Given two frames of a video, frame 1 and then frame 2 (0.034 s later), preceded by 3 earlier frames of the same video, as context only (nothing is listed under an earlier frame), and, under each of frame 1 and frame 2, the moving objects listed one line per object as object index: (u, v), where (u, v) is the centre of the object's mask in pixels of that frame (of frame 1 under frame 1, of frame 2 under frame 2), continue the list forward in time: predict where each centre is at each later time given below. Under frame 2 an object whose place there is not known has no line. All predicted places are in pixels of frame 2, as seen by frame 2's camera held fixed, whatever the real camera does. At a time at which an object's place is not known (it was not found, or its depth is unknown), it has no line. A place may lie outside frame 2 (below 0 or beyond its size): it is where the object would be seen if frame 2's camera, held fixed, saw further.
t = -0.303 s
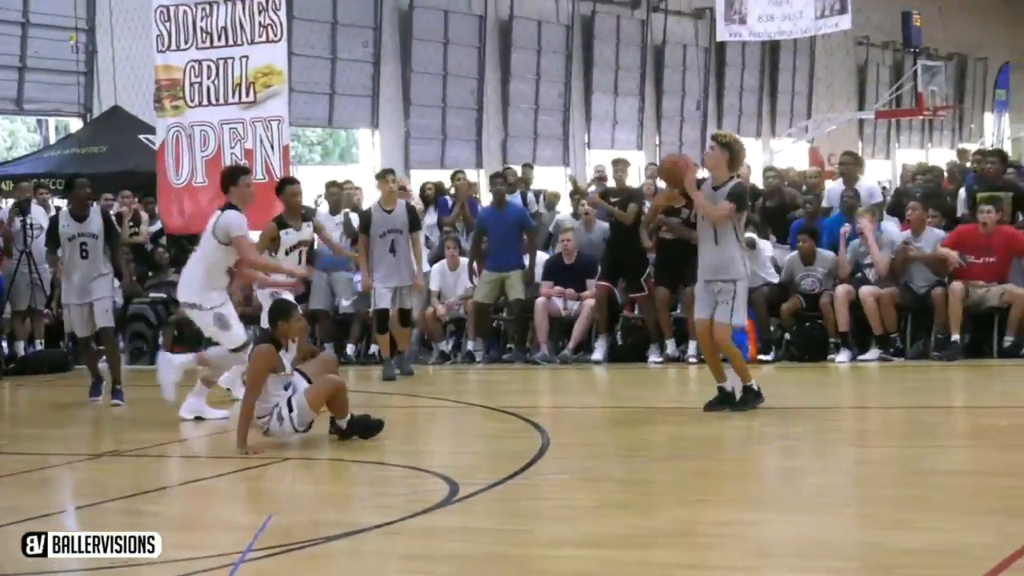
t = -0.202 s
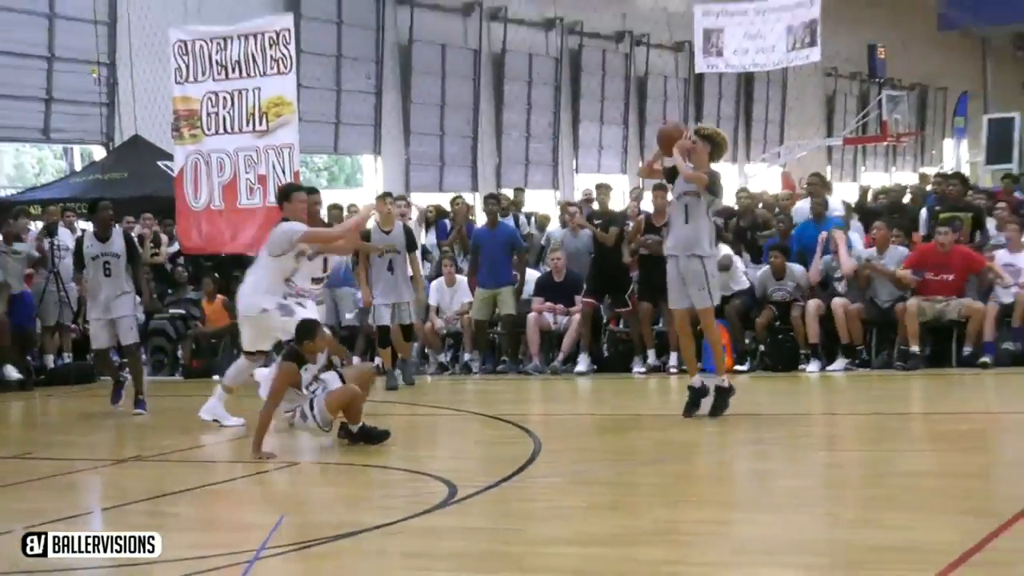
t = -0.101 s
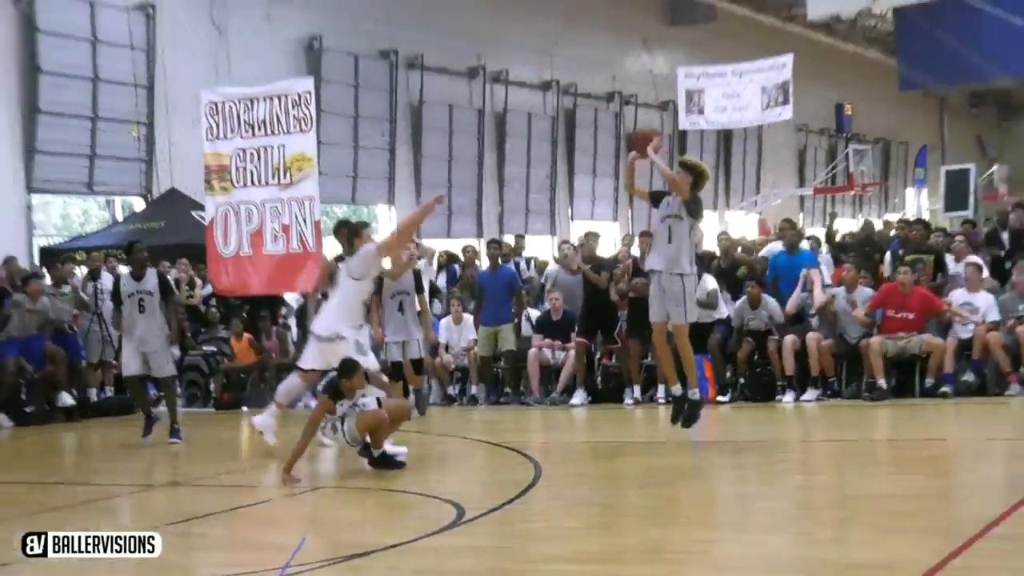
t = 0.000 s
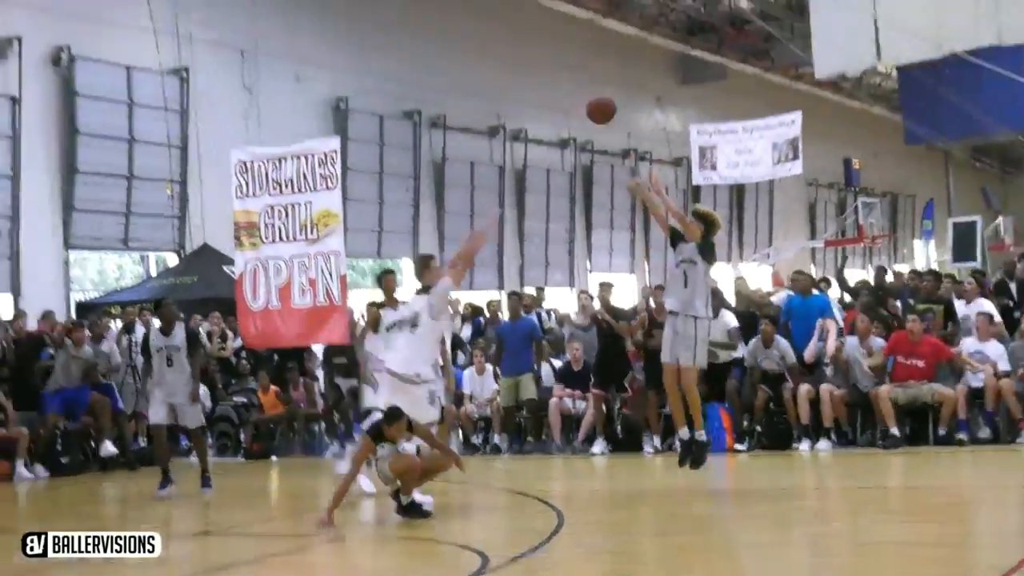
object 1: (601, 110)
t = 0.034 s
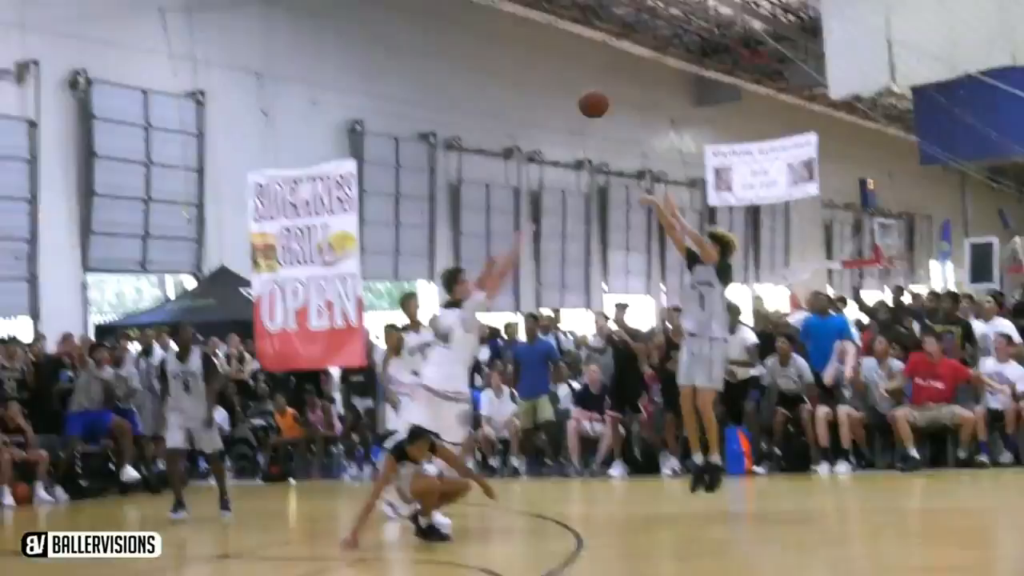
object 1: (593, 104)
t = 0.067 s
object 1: (568, 77)
